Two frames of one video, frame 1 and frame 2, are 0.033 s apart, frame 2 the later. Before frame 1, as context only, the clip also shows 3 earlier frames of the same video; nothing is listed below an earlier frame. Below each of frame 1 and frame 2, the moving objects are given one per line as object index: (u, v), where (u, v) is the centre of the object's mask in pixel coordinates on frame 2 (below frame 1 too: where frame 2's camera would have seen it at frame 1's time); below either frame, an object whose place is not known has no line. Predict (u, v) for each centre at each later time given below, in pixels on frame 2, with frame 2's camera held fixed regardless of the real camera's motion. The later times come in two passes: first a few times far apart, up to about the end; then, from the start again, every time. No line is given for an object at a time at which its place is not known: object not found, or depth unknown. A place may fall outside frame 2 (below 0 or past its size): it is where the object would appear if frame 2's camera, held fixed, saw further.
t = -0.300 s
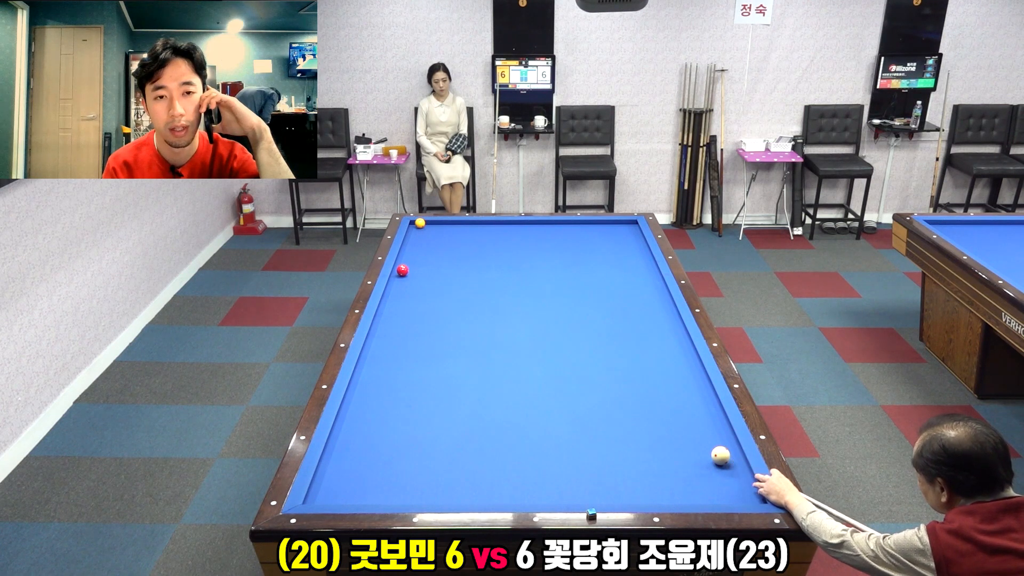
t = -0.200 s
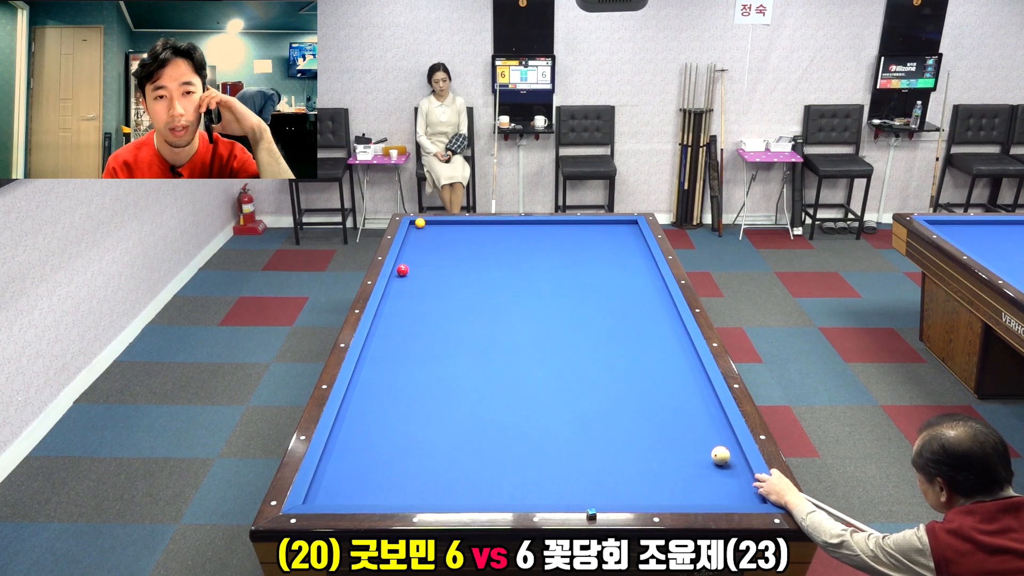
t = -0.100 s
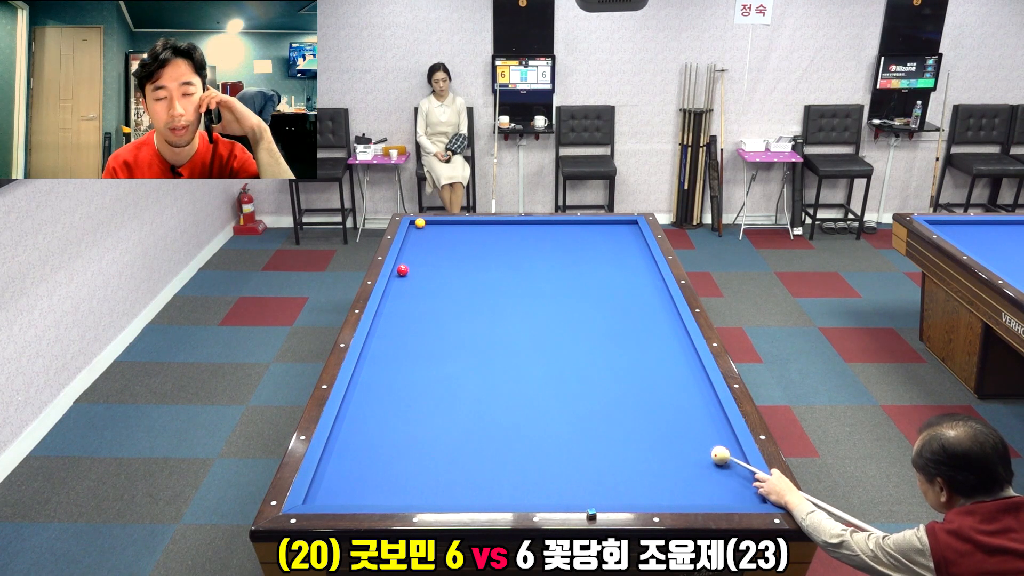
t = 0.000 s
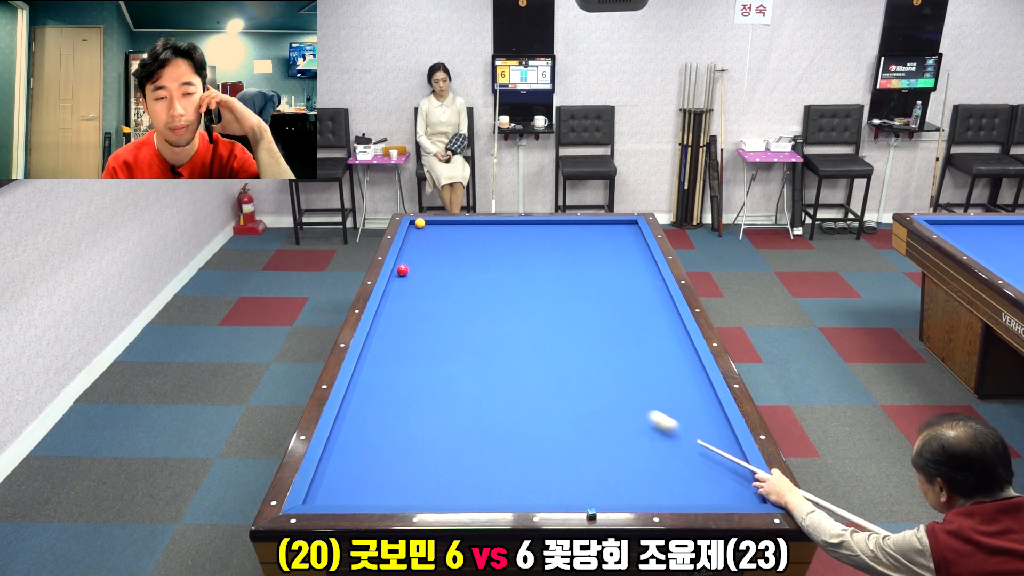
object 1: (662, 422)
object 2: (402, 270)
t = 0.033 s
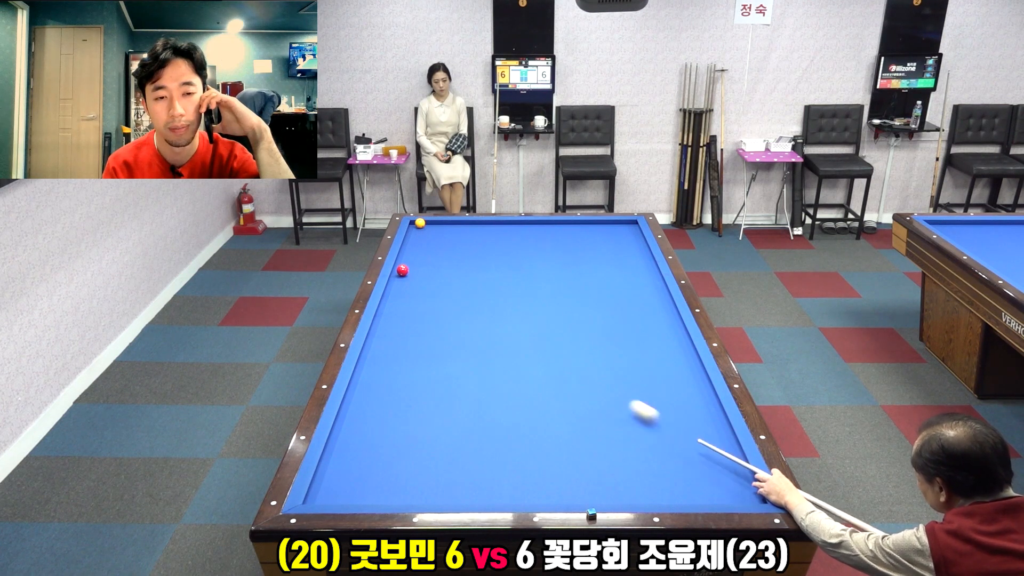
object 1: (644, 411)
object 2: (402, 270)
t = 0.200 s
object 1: (562, 366)
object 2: (402, 270)
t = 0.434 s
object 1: (471, 315)
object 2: (402, 270)
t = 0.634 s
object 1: (410, 281)
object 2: (402, 270)
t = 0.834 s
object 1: (439, 272)
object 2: (415, 255)
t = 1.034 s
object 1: (488, 267)
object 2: (427, 242)
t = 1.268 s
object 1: (535, 259)
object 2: (439, 228)
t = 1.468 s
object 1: (573, 252)
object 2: (445, 225)
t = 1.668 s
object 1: (608, 246)
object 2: (447, 232)
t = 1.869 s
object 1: (640, 240)
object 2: (448, 238)
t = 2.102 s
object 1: (613, 237)
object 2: (450, 246)
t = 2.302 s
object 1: (593, 234)
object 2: (452, 253)
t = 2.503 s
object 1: (573, 231)
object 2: (454, 260)
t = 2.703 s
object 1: (555, 229)
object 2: (456, 267)
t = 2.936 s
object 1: (534, 226)
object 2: (459, 276)
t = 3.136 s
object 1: (516, 223)
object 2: (461, 284)
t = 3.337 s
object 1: (501, 223)
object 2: (463, 292)
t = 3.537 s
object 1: (487, 224)
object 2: (466, 301)
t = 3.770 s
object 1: (471, 225)
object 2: (469, 311)
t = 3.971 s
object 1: (458, 226)
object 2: (471, 320)
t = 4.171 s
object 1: (444, 228)
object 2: (473, 329)
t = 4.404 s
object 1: (429, 229)
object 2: (477, 340)
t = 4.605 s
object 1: (416, 230)
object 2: (479, 350)
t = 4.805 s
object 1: (415, 231)
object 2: (482, 361)
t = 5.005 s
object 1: (422, 233)
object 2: (485, 371)
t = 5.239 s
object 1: (429, 234)
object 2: (489, 384)
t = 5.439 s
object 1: (436, 235)
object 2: (492, 396)
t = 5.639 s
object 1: (442, 236)
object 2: (495, 408)
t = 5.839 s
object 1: (448, 237)
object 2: (498, 420)
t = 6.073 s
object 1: (455, 238)
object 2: (502, 435)
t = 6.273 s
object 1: (460, 239)
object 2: (506, 448)
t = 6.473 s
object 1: (466, 240)
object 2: (510, 461)
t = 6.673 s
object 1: (471, 241)
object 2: (514, 475)
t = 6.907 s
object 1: (477, 242)
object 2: (519, 492)
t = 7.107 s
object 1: (482, 243)
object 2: (522, 495)
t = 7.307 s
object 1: (486, 243)
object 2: (525, 489)
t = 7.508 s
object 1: (490, 244)
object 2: (527, 482)
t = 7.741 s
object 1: (495, 245)
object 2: (529, 474)
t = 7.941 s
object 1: (499, 245)
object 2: (531, 467)
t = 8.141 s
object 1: (503, 246)
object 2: (533, 461)
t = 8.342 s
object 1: (506, 247)
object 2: (535, 456)
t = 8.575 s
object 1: (510, 247)
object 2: (537, 450)
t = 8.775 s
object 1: (513, 248)
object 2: (539, 445)
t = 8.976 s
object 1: (515, 248)
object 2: (540, 441)
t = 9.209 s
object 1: (518, 249)
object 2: (542, 436)
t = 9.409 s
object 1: (520, 249)
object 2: (543, 432)
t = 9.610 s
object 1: (522, 249)
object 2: (545, 429)
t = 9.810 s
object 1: (524, 249)
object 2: (546, 426)
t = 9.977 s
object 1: (525, 249)
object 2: (547, 424)
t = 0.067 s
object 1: (625, 401)
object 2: (402, 270)
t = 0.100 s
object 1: (609, 392)
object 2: (402, 270)
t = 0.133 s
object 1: (592, 383)
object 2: (402, 270)
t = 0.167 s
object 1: (577, 374)
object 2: (402, 270)
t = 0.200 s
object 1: (562, 366)
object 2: (402, 270)
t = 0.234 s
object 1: (547, 357)
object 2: (402, 270)
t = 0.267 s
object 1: (533, 350)
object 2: (402, 270)
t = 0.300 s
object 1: (520, 342)
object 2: (402, 270)
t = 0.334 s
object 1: (507, 335)
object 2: (402, 270)
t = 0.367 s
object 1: (495, 328)
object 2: (402, 270)
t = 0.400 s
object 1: (483, 322)
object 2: (402, 270)
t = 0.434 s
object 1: (471, 315)
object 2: (402, 270)
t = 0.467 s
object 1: (460, 309)
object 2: (402, 270)
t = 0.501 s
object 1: (449, 303)
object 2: (402, 270)
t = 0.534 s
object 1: (439, 297)
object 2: (402, 270)
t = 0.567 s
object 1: (429, 292)
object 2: (402, 270)
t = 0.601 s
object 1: (419, 286)
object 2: (402, 270)
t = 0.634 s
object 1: (410, 281)
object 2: (402, 270)
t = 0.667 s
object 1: (401, 276)
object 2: (403, 268)
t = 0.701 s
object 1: (399, 274)
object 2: (405, 265)
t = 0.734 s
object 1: (409, 273)
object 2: (407, 263)
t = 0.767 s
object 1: (419, 273)
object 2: (410, 261)
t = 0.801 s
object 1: (429, 273)
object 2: (412, 258)
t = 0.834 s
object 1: (439, 272)
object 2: (415, 255)
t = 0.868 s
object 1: (448, 271)
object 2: (418, 252)
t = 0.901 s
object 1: (457, 271)
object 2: (420, 250)
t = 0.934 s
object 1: (465, 270)
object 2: (421, 248)
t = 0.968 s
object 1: (474, 269)
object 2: (423, 246)
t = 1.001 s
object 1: (481, 268)
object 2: (425, 244)
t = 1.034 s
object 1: (488, 267)
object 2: (427, 242)
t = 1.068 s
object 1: (495, 266)
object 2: (429, 240)
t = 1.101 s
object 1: (502, 265)
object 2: (431, 238)
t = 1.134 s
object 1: (509, 263)
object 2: (432, 236)
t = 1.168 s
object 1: (515, 262)
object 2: (434, 234)
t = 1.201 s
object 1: (522, 261)
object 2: (436, 232)
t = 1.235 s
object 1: (529, 260)
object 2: (437, 230)
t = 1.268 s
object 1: (535, 259)
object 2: (439, 228)
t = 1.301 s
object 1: (542, 258)
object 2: (441, 226)
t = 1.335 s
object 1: (548, 257)
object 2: (442, 224)
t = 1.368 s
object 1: (554, 256)
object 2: (444, 223)
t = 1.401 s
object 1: (560, 254)
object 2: (445, 222)
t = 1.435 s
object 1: (567, 253)
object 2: (445, 224)
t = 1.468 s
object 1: (573, 252)
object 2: (445, 225)
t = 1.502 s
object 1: (579, 251)
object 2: (445, 226)
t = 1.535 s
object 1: (585, 250)
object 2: (445, 227)
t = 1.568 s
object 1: (591, 249)
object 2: (446, 228)
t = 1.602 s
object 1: (597, 248)
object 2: (446, 229)
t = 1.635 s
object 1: (603, 247)
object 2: (446, 230)
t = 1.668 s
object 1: (608, 246)
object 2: (447, 232)
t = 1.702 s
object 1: (614, 245)
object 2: (447, 232)
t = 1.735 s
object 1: (620, 244)
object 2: (447, 234)
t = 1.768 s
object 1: (626, 243)
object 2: (447, 235)
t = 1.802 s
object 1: (631, 242)
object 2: (448, 236)
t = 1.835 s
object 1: (637, 241)
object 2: (448, 237)
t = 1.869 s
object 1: (640, 240)
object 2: (448, 238)
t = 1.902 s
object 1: (636, 239)
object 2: (449, 239)
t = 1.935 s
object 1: (631, 239)
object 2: (449, 240)
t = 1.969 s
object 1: (626, 239)
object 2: (449, 241)
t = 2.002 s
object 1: (623, 238)
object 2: (449, 242)
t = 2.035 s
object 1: (619, 238)
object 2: (450, 244)
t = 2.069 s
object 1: (616, 237)
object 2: (450, 245)
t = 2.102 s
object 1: (613, 237)
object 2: (450, 246)
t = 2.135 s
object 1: (609, 236)
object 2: (451, 247)
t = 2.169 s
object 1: (606, 236)
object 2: (451, 248)
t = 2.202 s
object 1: (603, 235)
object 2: (451, 249)
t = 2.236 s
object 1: (599, 235)
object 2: (452, 251)
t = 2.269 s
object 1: (596, 234)
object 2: (452, 252)
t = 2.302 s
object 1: (593, 234)
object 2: (452, 253)
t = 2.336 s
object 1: (589, 234)
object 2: (453, 254)
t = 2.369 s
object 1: (586, 233)
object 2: (453, 255)
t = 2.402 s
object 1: (583, 233)
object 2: (453, 256)
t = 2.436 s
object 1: (580, 232)
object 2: (454, 258)
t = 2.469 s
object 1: (576, 232)
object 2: (454, 259)
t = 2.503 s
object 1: (573, 231)
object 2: (454, 260)
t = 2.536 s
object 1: (570, 231)
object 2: (454, 261)
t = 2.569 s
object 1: (567, 230)
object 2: (455, 263)
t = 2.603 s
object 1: (564, 230)
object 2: (455, 264)
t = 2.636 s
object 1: (561, 229)
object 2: (456, 265)
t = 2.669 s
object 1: (558, 229)
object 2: (456, 266)
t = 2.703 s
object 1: (555, 229)
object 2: (456, 267)
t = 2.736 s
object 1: (552, 228)
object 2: (457, 269)
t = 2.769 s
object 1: (549, 228)
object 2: (457, 270)
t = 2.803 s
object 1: (546, 227)
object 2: (458, 271)
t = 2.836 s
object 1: (543, 227)
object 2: (458, 272)
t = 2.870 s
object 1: (540, 226)
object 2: (458, 274)
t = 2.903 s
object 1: (537, 226)
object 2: (459, 275)
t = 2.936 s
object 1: (534, 226)
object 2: (459, 276)
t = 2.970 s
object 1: (531, 225)
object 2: (459, 278)
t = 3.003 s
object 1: (528, 225)
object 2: (460, 279)
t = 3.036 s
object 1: (525, 224)
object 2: (460, 280)
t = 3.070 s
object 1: (522, 224)
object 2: (460, 282)
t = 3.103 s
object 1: (519, 224)
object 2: (461, 283)
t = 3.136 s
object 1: (516, 223)
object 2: (461, 284)
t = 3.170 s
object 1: (514, 223)
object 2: (462, 285)
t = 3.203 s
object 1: (511, 222)
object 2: (462, 287)
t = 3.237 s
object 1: (508, 222)
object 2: (462, 288)
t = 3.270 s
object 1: (505, 222)
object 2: (463, 290)
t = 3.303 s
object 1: (503, 222)
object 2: (463, 291)
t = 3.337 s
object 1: (501, 223)
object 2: (463, 292)
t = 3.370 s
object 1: (498, 223)
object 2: (464, 294)
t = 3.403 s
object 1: (496, 223)
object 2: (464, 295)
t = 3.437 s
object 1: (494, 223)
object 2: (464, 297)
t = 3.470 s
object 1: (492, 223)
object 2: (465, 298)
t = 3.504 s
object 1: (489, 224)
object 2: (465, 300)
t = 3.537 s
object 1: (487, 224)
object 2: (466, 301)
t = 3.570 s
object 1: (485, 224)
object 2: (466, 302)
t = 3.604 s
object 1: (482, 224)
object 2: (467, 304)
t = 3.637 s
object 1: (480, 224)
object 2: (467, 305)
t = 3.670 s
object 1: (478, 225)
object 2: (467, 306)
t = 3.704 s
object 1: (475, 225)
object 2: (468, 308)
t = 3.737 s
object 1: (473, 225)
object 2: (468, 309)
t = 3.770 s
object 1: (471, 225)
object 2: (469, 311)
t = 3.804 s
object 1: (469, 225)
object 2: (469, 313)
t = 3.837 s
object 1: (467, 226)
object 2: (469, 314)
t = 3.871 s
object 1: (464, 226)
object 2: (470, 315)
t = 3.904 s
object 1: (462, 226)
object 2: (470, 317)
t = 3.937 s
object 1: (460, 226)
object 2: (471, 319)
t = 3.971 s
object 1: (458, 226)
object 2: (471, 320)
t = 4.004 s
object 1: (455, 227)
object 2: (471, 322)
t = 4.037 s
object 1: (453, 227)
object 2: (472, 323)
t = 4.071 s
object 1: (451, 227)
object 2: (472, 325)
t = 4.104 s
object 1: (449, 227)
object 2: (473, 326)
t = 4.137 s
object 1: (447, 227)
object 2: (473, 328)
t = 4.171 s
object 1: (444, 228)
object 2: (473, 329)
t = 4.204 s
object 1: (442, 228)
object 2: (474, 331)
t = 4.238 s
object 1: (440, 228)
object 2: (474, 332)
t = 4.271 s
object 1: (438, 228)
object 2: (475, 334)
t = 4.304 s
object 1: (436, 229)
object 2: (475, 336)
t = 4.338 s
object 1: (433, 229)
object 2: (476, 337)
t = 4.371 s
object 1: (431, 229)
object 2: (476, 339)
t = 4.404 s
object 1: (429, 229)
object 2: (477, 340)
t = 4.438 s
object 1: (427, 229)
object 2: (477, 342)
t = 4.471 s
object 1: (425, 230)
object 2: (477, 344)
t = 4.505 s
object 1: (423, 230)
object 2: (478, 345)
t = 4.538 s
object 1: (421, 230)
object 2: (478, 347)
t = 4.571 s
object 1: (419, 230)
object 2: (479, 349)
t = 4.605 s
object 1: (416, 230)
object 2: (479, 350)
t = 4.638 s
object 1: (414, 230)
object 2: (480, 352)
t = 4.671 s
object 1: (412, 231)
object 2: (480, 354)
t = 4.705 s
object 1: (412, 231)
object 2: (481, 356)
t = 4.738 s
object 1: (413, 231)
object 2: (481, 357)
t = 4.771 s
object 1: (414, 231)
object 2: (482, 359)
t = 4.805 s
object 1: (415, 231)
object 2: (482, 361)
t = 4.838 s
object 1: (416, 232)
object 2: (482, 363)
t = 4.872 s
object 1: (417, 232)
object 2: (483, 364)
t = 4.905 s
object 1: (418, 232)
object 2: (483, 366)
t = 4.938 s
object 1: (420, 232)
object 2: (484, 368)
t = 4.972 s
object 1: (421, 232)
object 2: (484, 370)
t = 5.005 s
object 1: (422, 233)
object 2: (485, 371)
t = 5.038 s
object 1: (423, 233)
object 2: (485, 373)
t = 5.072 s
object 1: (424, 233)
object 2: (486, 375)
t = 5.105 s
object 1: (425, 233)
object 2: (486, 377)
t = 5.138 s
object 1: (426, 233)
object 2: (487, 379)
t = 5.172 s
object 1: (427, 234)
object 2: (487, 380)
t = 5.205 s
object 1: (428, 234)
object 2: (488, 382)
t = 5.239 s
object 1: (429, 234)
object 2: (489, 384)
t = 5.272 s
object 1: (431, 234)
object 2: (489, 386)
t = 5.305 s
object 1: (431, 234)
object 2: (489, 388)
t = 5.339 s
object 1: (432, 235)
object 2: (490, 390)
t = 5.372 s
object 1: (433, 235)
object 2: (490, 392)
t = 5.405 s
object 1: (435, 235)
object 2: (491, 394)
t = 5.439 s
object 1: (436, 235)
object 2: (492, 396)
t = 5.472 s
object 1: (437, 235)
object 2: (492, 398)
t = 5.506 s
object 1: (438, 235)
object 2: (493, 400)
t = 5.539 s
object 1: (439, 236)
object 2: (493, 402)
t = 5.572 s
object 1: (440, 236)
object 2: (494, 403)
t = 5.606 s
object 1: (441, 236)
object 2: (494, 406)
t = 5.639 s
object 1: (442, 236)
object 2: (495, 408)
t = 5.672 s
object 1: (443, 236)
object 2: (495, 410)
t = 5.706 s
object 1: (444, 237)
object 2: (496, 412)
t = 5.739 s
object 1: (445, 237)
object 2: (497, 414)
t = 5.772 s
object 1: (446, 237)
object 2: (497, 416)
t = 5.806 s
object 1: (447, 237)
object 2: (498, 418)
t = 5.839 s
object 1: (448, 237)
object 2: (498, 420)
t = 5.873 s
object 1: (449, 237)
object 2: (499, 422)
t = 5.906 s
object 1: (450, 237)
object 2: (499, 424)
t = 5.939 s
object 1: (451, 238)
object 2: (500, 426)
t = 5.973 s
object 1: (452, 238)
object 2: (501, 428)
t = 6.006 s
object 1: (453, 238)
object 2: (501, 430)
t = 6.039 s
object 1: (453, 238)
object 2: (502, 432)
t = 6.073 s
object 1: (455, 238)
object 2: (502, 435)
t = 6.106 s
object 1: (456, 239)
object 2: (503, 437)
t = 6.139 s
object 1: (456, 239)
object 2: (504, 439)
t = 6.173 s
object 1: (457, 239)
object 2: (504, 441)
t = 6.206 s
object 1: (458, 239)
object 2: (505, 443)
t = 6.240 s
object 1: (459, 239)
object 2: (505, 446)
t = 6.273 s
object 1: (460, 239)
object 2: (506, 448)
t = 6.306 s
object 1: (461, 239)
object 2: (507, 450)
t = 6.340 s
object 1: (462, 240)
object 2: (507, 452)
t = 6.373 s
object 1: (463, 240)
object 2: (508, 455)
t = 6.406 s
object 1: (464, 240)
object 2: (509, 457)
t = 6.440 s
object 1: (465, 240)
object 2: (509, 459)
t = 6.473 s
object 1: (466, 240)
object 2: (510, 461)
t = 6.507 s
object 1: (467, 240)
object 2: (510, 463)
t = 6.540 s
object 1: (467, 240)
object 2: (511, 466)
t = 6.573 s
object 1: (468, 241)
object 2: (512, 468)
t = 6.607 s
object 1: (469, 241)
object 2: (513, 470)
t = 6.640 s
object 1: (470, 241)
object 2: (513, 473)
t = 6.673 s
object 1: (471, 241)
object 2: (514, 475)
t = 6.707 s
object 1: (472, 241)
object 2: (515, 478)
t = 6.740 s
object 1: (473, 241)
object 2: (515, 480)
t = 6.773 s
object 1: (473, 241)
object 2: (516, 483)
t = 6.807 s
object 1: (474, 242)
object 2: (517, 485)
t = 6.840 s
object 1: (475, 242)
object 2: (517, 487)
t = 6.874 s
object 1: (476, 242)
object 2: (518, 490)
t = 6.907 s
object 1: (477, 242)
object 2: (519, 492)
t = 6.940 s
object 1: (478, 242)
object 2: (519, 493)
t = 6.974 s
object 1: (478, 242)
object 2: (520, 495)
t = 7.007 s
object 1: (479, 242)
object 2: (521, 496)
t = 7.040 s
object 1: (480, 242)
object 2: (521, 497)
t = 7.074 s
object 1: (481, 243)
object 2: (522, 496)
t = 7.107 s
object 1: (482, 243)
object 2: (522, 495)
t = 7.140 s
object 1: (482, 243)
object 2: (523, 495)
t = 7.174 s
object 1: (483, 243)
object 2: (523, 494)
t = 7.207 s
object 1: (484, 243)
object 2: (523, 493)
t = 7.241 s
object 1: (485, 243)
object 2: (524, 492)
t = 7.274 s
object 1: (485, 243)
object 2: (524, 490)
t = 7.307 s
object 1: (486, 243)
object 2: (525, 489)
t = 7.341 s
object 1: (487, 244)
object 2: (525, 488)
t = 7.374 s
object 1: (488, 244)
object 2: (525, 487)
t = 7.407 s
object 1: (488, 244)
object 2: (526, 485)
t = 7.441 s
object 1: (489, 244)
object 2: (526, 484)
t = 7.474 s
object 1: (490, 244)
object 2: (527, 483)
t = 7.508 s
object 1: (490, 244)
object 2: (527, 482)
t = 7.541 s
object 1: (491, 244)
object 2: (527, 480)
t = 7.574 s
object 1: (492, 244)
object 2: (528, 479)
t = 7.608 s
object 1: (492, 244)
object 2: (528, 478)
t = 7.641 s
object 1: (493, 245)
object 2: (528, 477)
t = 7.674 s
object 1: (494, 245)
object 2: (529, 475)
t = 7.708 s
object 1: (495, 245)
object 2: (529, 475)
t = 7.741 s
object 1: (495, 245)
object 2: (529, 474)
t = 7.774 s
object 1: (496, 245)
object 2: (530, 472)
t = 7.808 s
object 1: (497, 245)
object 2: (530, 471)
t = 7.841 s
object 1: (497, 245)
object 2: (530, 470)
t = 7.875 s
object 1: (498, 245)
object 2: (531, 469)
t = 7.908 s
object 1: (498, 245)
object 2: (531, 468)
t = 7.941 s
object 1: (499, 245)
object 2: (531, 467)
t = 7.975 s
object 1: (500, 245)
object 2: (532, 466)
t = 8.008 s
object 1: (500, 246)
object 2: (532, 465)
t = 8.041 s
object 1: (501, 246)
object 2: (532, 464)
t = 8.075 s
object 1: (501, 246)
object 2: (533, 463)
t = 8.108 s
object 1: (502, 246)
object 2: (533, 462)
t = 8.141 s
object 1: (503, 246)
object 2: (533, 461)
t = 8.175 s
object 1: (503, 246)
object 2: (534, 460)
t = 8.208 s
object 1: (504, 246)
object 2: (534, 459)
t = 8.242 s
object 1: (504, 246)
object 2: (534, 458)
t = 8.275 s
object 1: (505, 246)
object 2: (534, 457)
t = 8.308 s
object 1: (505, 246)
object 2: (535, 456)
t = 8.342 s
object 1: (506, 247)
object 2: (535, 456)
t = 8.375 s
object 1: (506, 247)
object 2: (535, 455)
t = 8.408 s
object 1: (507, 247)
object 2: (536, 454)
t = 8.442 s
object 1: (507, 247)
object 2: (536, 453)
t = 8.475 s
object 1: (508, 247)
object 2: (536, 452)
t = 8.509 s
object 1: (509, 247)
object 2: (536, 451)
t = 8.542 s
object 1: (509, 247)
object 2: (537, 451)
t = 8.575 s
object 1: (510, 247)
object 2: (537, 450)
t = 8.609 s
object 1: (510, 247)
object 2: (537, 449)
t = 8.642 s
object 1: (511, 247)
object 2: (538, 448)
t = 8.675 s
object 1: (511, 247)
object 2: (538, 447)
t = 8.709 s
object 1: (512, 247)
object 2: (538, 447)
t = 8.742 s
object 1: (512, 247)
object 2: (538, 446)
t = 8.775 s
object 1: (513, 248)
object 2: (539, 445)
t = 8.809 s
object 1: (513, 248)
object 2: (539, 444)
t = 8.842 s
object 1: (514, 248)
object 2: (539, 444)
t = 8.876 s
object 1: (514, 248)
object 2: (539, 443)
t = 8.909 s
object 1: (514, 248)
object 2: (540, 442)
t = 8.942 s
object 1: (515, 248)
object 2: (540, 441)
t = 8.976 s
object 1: (515, 248)
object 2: (540, 441)
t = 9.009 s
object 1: (516, 248)
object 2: (540, 440)
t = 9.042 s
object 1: (516, 248)
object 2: (541, 439)
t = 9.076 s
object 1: (517, 248)
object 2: (541, 438)
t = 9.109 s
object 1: (517, 248)
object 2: (541, 438)
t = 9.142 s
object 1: (517, 248)
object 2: (542, 437)
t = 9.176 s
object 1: (518, 249)
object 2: (542, 437)
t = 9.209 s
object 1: (518, 249)
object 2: (542, 436)
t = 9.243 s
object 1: (518, 249)
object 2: (542, 435)
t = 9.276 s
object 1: (519, 249)
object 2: (543, 435)
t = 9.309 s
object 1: (519, 249)
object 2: (543, 434)
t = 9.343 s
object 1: (519, 249)
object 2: (543, 434)
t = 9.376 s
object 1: (520, 249)
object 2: (543, 433)
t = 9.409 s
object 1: (520, 249)
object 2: (543, 432)
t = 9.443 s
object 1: (521, 249)
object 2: (544, 432)
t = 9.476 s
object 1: (521, 249)
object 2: (544, 432)
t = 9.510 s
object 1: (521, 249)
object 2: (544, 431)
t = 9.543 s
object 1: (521, 249)
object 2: (544, 430)
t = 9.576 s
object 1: (522, 249)
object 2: (545, 430)
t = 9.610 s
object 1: (522, 249)
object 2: (545, 429)
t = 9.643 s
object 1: (522, 249)
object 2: (545, 429)
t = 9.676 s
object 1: (523, 249)
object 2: (545, 428)
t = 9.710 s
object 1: (523, 249)
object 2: (546, 428)
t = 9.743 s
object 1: (523, 249)
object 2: (546, 427)
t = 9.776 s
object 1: (523, 249)
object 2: (546, 427)
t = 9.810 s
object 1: (524, 249)
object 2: (546, 426)
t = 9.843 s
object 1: (524, 249)
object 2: (546, 426)
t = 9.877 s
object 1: (524, 249)
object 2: (547, 425)
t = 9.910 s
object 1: (524, 249)
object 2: (547, 425)
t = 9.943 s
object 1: (525, 249)
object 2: (547, 424)
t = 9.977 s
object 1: (525, 249)
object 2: (547, 424)
